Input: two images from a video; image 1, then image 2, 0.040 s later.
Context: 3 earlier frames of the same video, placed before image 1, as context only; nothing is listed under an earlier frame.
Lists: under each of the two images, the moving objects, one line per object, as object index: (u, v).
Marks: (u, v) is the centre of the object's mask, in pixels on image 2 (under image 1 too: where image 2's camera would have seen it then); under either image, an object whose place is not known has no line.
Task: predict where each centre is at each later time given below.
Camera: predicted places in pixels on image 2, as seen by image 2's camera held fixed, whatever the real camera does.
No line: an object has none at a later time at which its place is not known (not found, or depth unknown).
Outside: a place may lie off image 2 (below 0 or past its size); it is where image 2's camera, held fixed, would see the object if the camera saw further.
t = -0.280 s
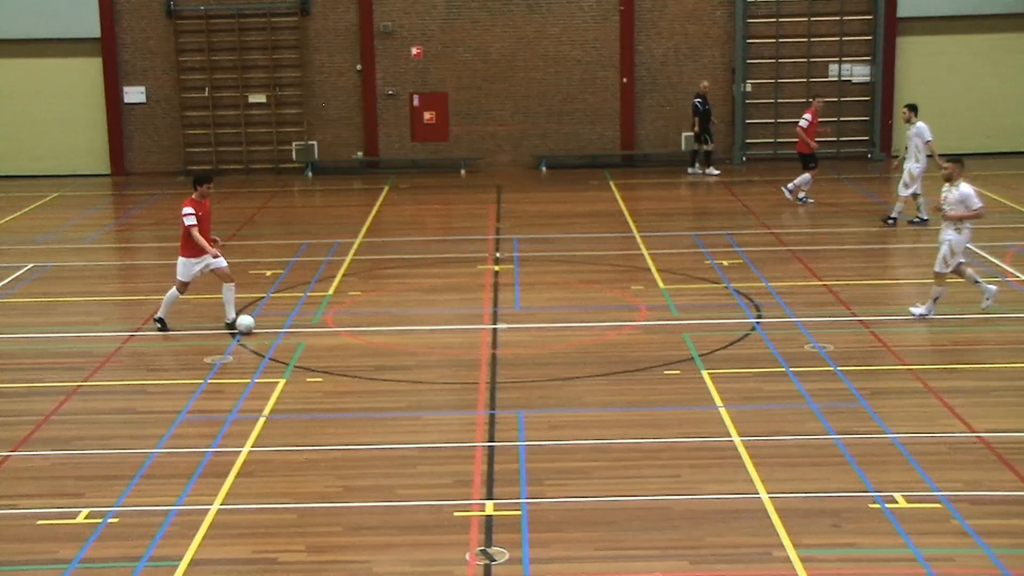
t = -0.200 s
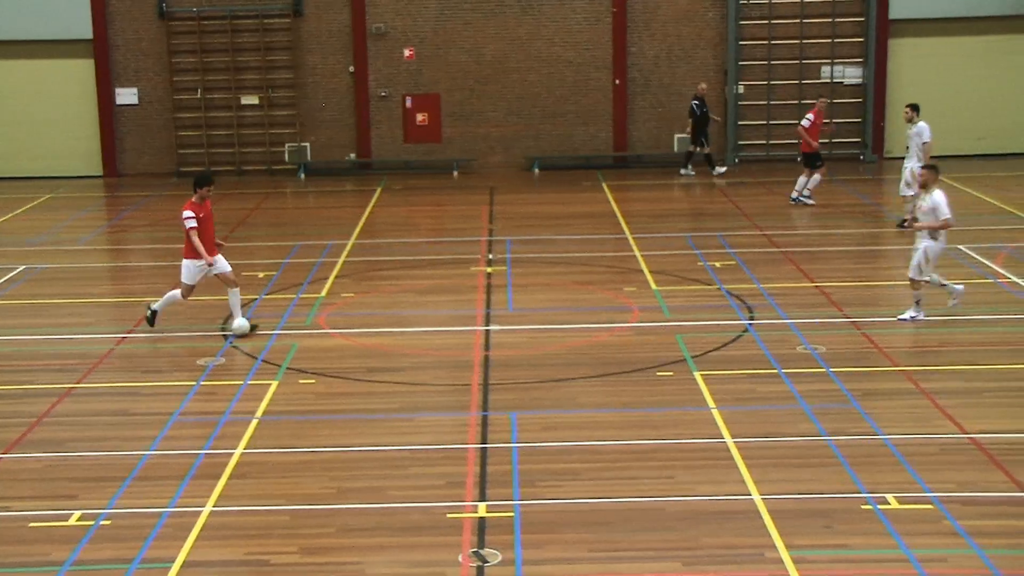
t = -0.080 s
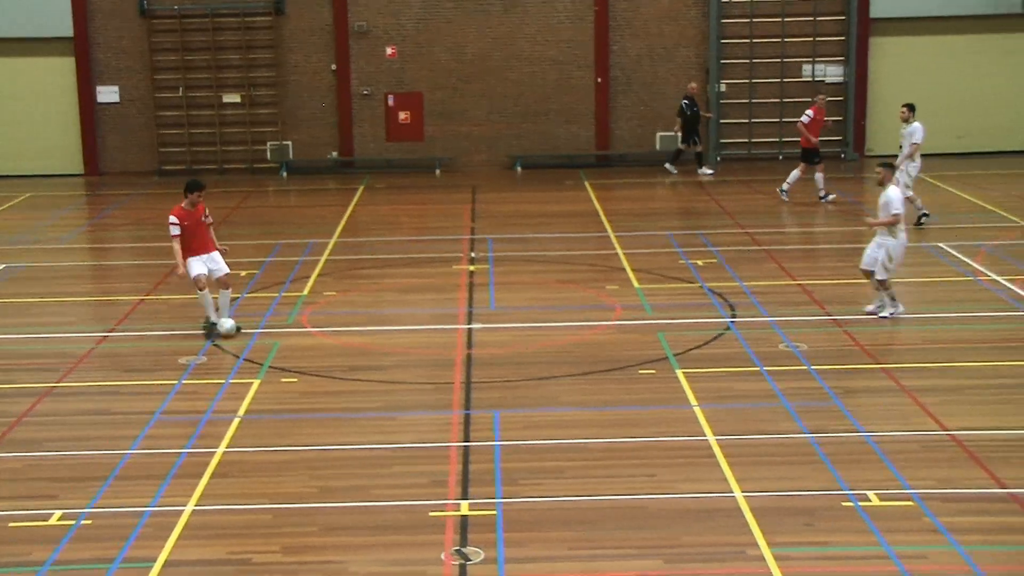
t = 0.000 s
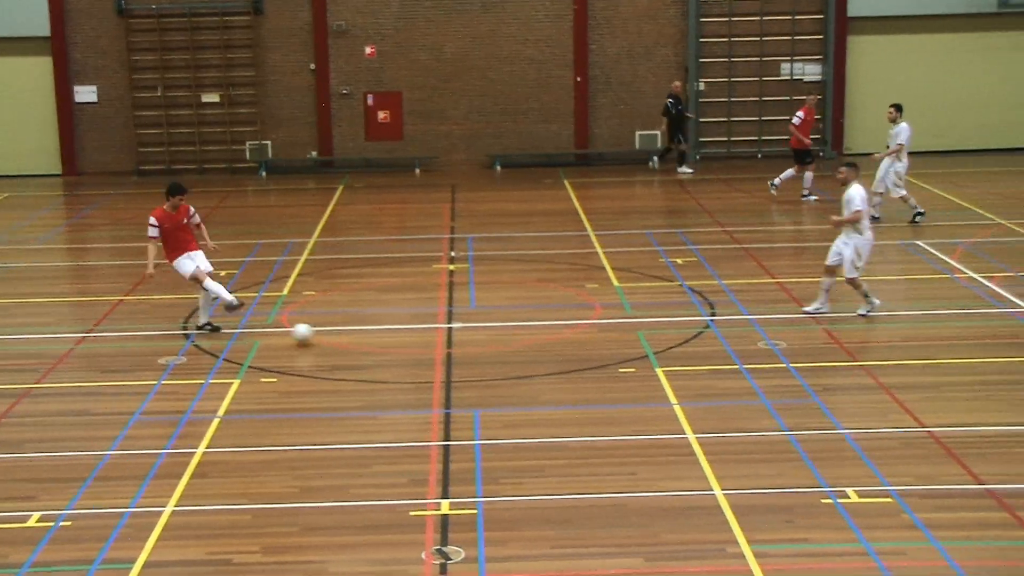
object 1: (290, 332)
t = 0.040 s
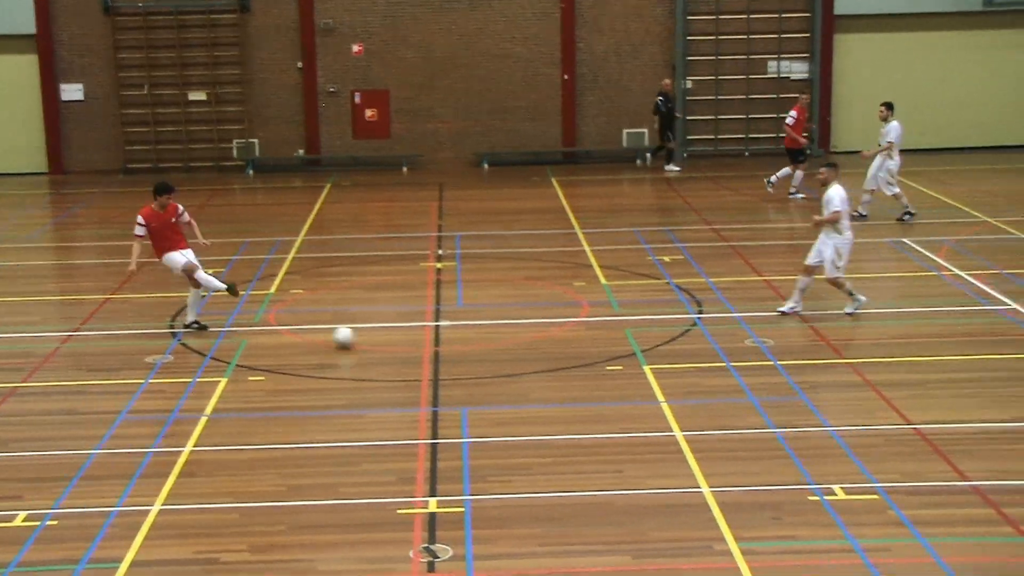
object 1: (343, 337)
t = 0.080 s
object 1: (397, 342)
